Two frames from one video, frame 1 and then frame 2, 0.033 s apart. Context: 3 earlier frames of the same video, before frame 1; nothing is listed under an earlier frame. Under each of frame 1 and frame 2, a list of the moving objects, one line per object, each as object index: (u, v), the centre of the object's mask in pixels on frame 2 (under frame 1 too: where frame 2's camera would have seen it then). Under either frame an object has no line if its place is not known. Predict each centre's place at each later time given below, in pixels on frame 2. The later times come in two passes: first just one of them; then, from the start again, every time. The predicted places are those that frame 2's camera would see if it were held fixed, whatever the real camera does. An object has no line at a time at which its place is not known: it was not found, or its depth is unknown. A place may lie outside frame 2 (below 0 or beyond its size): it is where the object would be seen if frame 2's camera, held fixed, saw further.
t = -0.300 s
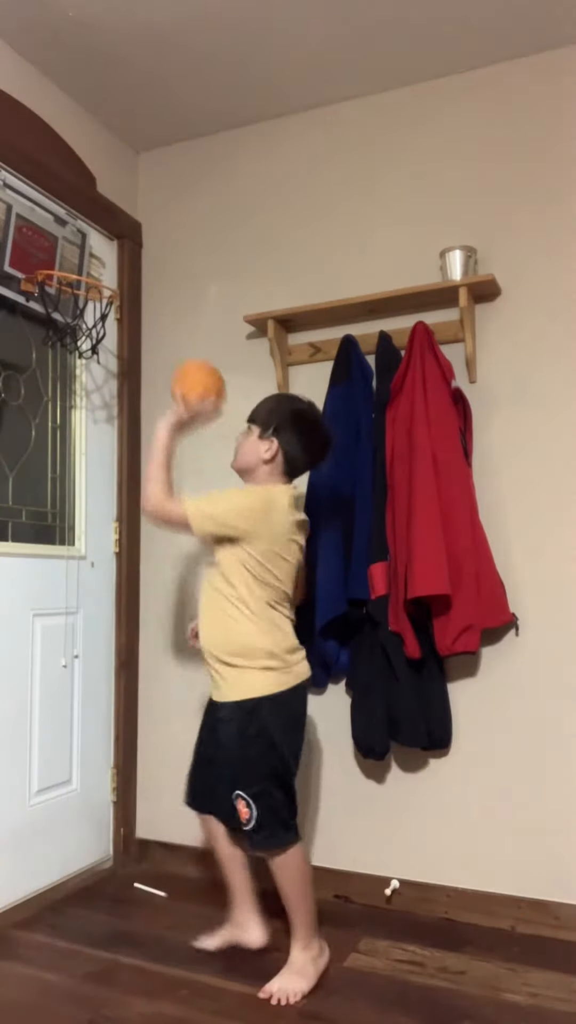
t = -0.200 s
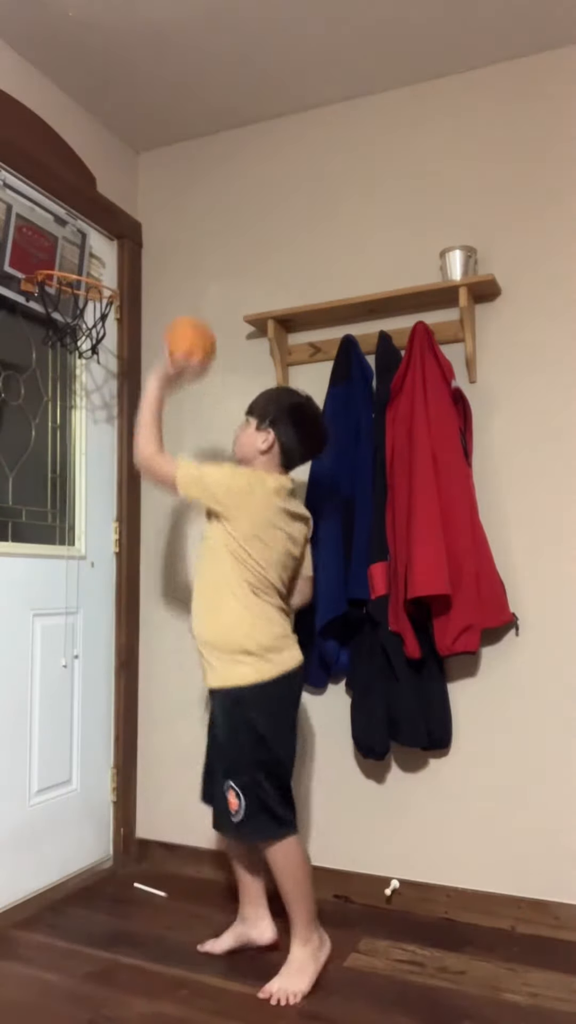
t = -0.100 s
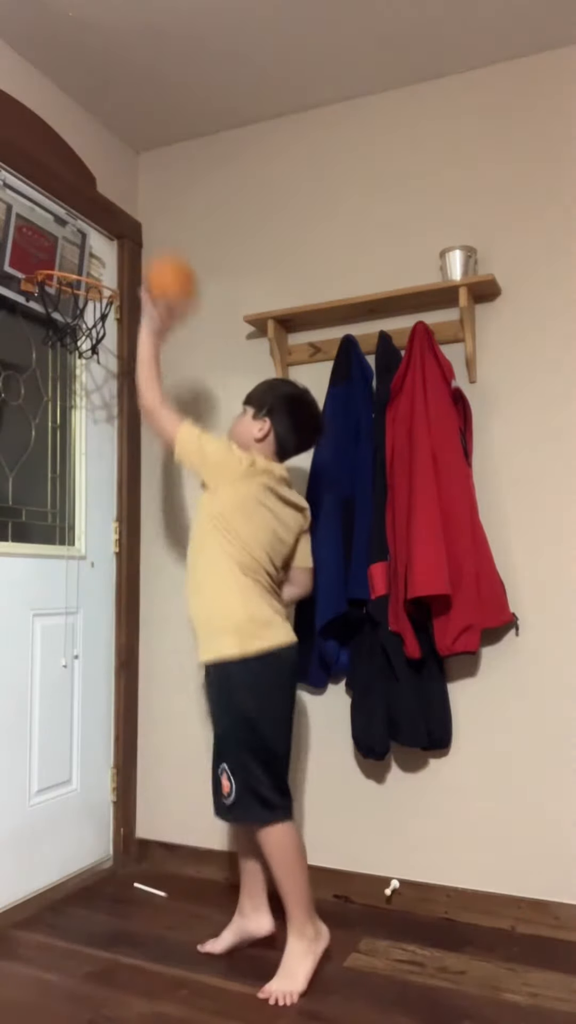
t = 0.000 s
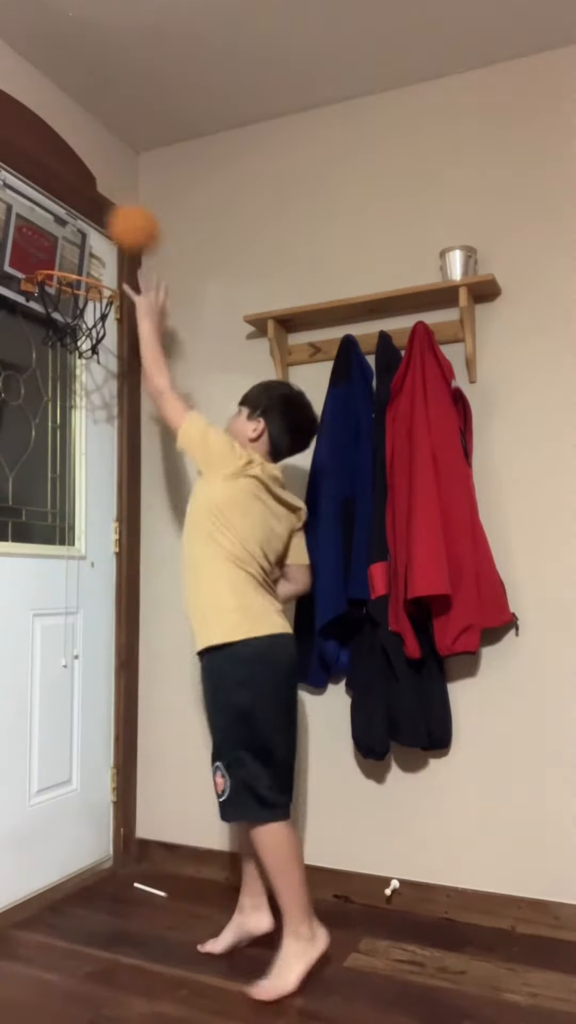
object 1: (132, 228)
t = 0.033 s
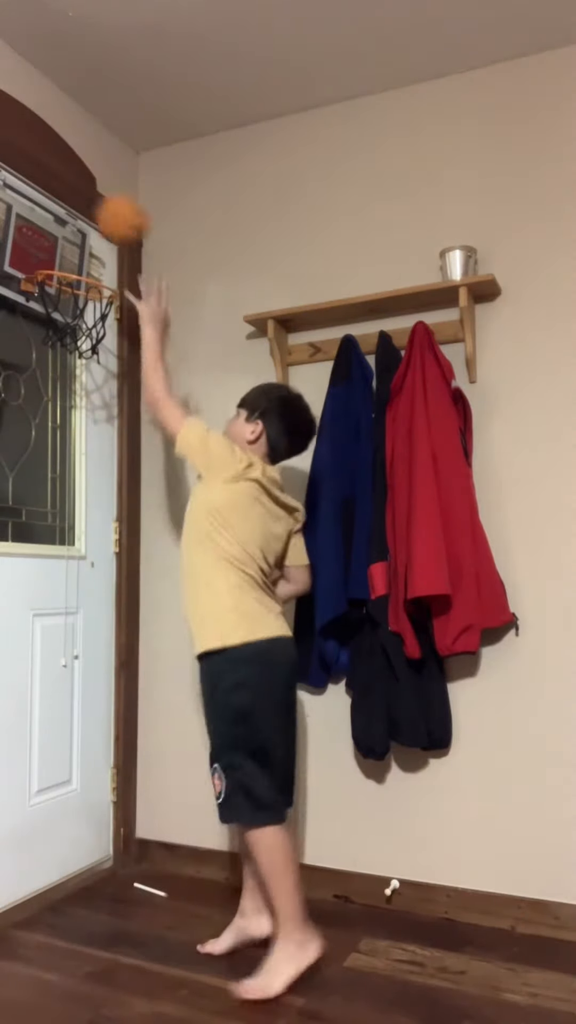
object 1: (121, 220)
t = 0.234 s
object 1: (57, 253)
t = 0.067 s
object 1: (110, 216)
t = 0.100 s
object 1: (99, 216)
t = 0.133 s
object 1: (90, 220)
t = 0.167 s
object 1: (79, 227)
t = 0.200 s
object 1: (67, 239)
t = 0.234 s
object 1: (57, 253)
